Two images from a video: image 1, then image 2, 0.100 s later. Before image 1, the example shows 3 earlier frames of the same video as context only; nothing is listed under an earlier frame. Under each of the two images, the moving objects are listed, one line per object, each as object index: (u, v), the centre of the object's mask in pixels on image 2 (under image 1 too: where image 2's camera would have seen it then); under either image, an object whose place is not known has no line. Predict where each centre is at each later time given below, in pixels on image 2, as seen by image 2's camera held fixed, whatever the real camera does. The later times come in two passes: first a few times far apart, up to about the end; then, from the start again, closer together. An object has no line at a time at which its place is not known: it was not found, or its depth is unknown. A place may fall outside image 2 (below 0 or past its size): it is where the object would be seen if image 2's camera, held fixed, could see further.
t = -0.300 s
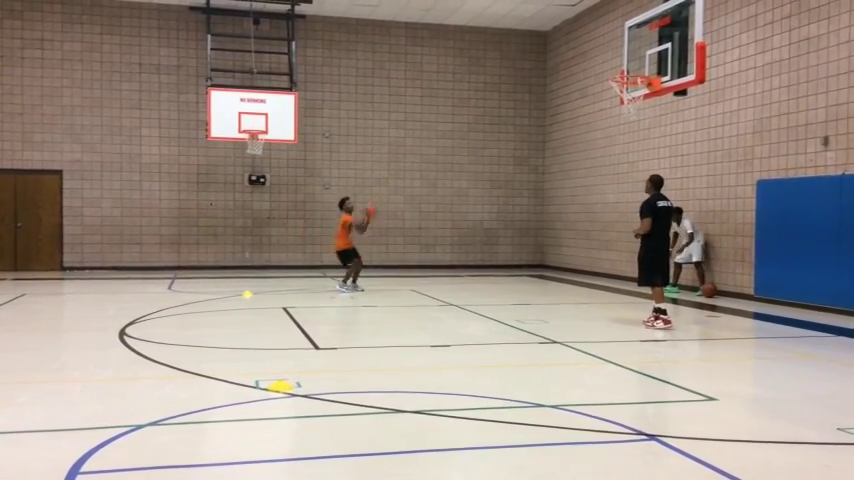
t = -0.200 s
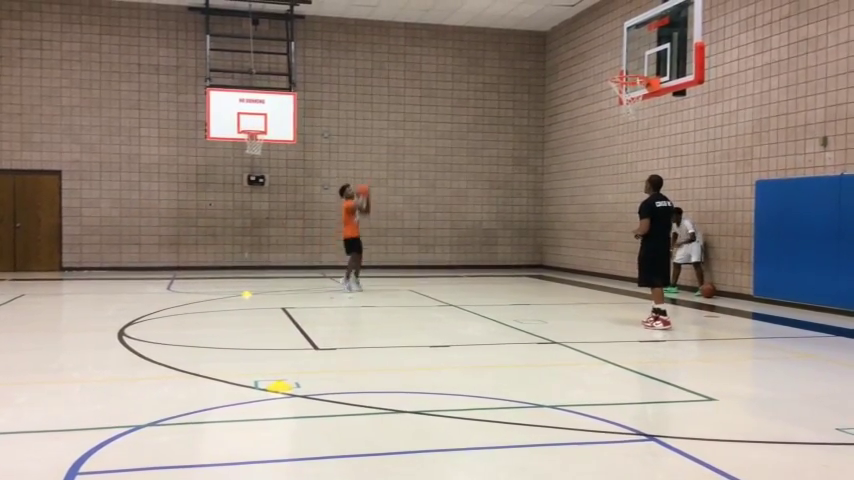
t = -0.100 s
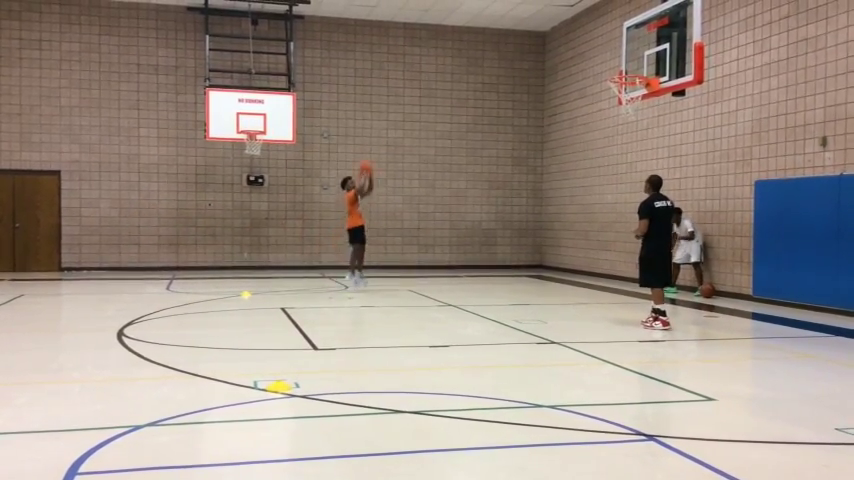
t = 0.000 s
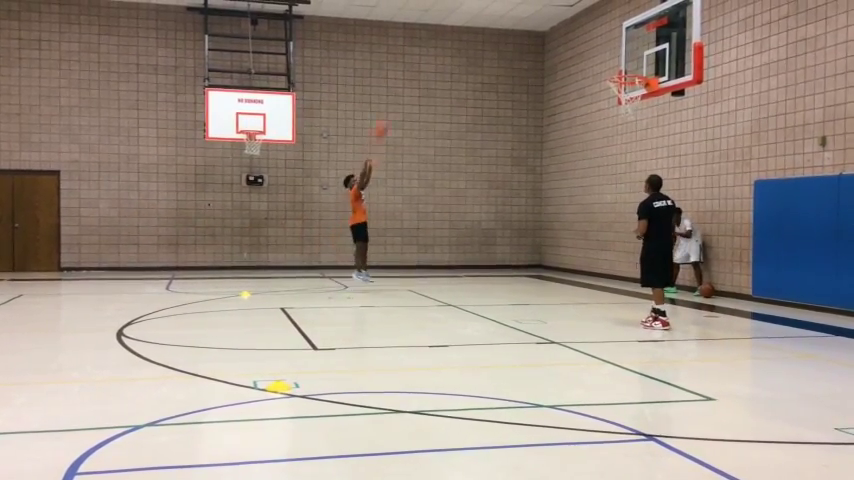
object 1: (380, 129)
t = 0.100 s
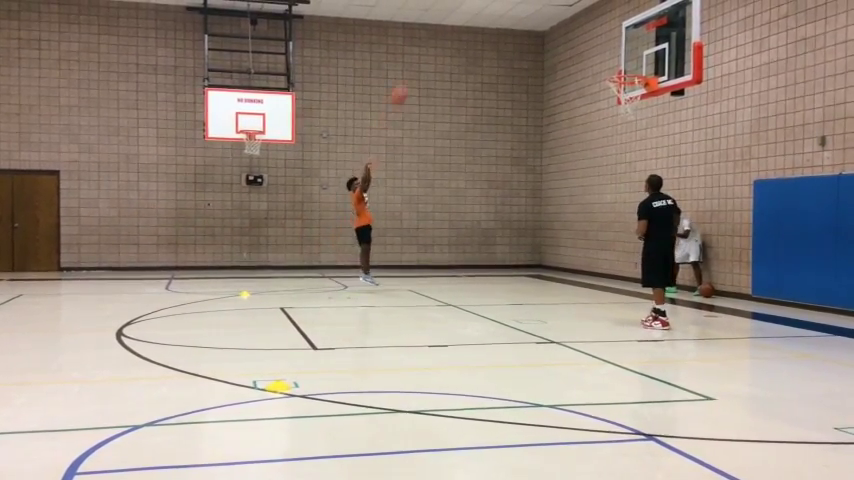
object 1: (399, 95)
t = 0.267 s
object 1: (432, 49)
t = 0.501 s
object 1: (480, 13)
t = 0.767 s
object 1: (543, 9)
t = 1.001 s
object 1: (601, 52)
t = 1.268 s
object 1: (645, 93)
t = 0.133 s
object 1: (405, 85)
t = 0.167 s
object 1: (411, 74)
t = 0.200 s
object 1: (417, 65)
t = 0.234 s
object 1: (425, 57)
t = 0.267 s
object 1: (432, 49)
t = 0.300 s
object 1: (438, 41)
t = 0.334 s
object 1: (444, 34)
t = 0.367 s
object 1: (450, 30)
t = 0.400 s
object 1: (458, 24)
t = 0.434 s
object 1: (466, 20)
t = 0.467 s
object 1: (472, 17)
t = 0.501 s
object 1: (480, 13)
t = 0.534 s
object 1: (487, 9)
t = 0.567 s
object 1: (495, 8)
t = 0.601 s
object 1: (502, 7)
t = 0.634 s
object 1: (510, 6)
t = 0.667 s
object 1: (518, 6)
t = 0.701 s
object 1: (526, 7)
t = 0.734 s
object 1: (534, 8)
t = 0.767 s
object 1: (543, 9)
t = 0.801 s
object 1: (550, 13)
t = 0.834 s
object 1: (558, 17)
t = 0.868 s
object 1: (566, 23)
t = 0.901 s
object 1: (574, 28)
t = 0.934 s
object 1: (583, 35)
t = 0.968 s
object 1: (593, 44)
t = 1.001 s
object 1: (601, 52)
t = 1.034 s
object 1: (610, 62)
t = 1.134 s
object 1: (633, 85)
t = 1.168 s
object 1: (641, 90)
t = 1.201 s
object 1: (644, 93)
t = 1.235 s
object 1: (645, 93)
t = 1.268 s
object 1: (645, 93)
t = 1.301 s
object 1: (645, 94)
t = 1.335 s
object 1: (646, 94)
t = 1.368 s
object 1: (645, 97)
